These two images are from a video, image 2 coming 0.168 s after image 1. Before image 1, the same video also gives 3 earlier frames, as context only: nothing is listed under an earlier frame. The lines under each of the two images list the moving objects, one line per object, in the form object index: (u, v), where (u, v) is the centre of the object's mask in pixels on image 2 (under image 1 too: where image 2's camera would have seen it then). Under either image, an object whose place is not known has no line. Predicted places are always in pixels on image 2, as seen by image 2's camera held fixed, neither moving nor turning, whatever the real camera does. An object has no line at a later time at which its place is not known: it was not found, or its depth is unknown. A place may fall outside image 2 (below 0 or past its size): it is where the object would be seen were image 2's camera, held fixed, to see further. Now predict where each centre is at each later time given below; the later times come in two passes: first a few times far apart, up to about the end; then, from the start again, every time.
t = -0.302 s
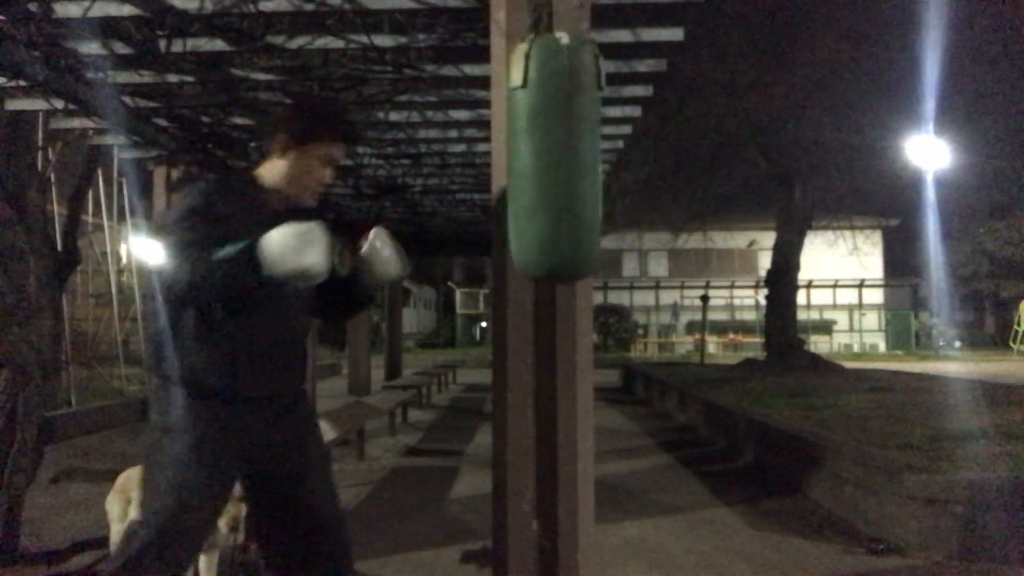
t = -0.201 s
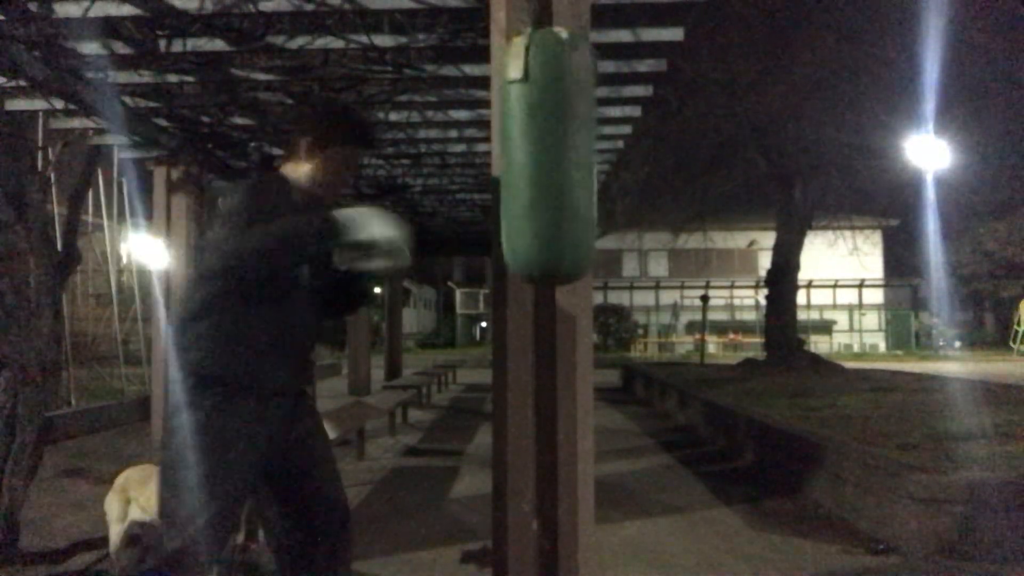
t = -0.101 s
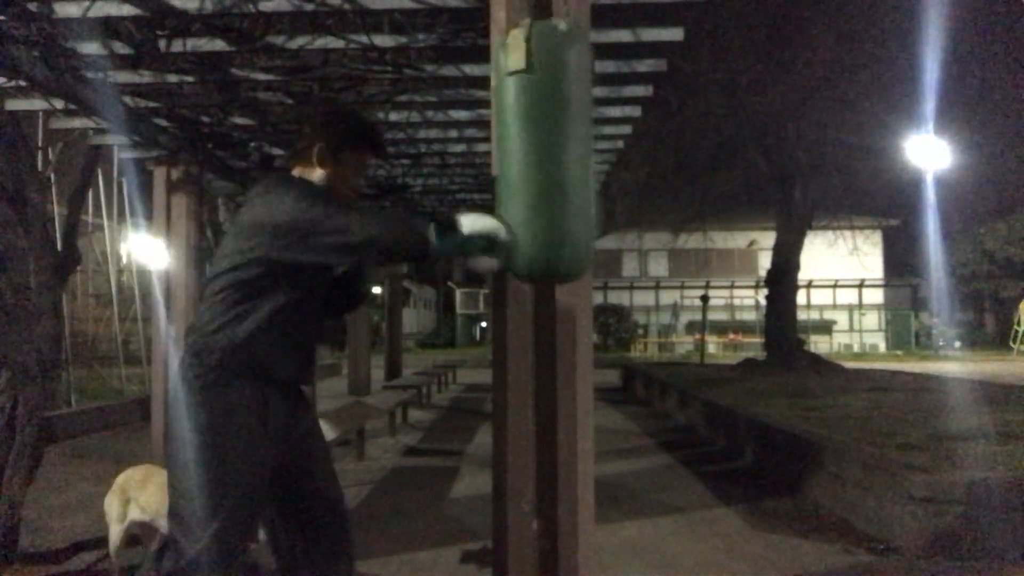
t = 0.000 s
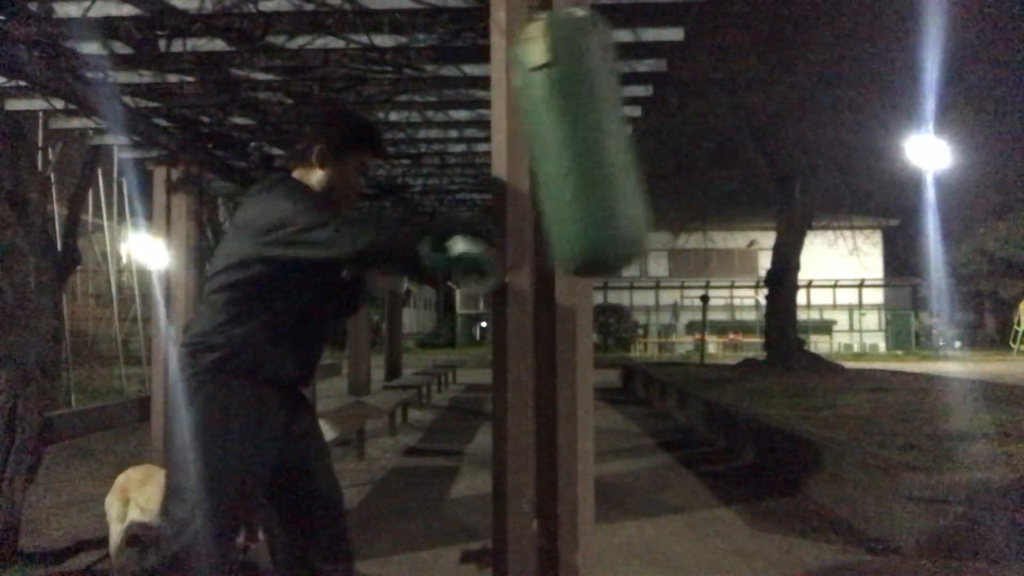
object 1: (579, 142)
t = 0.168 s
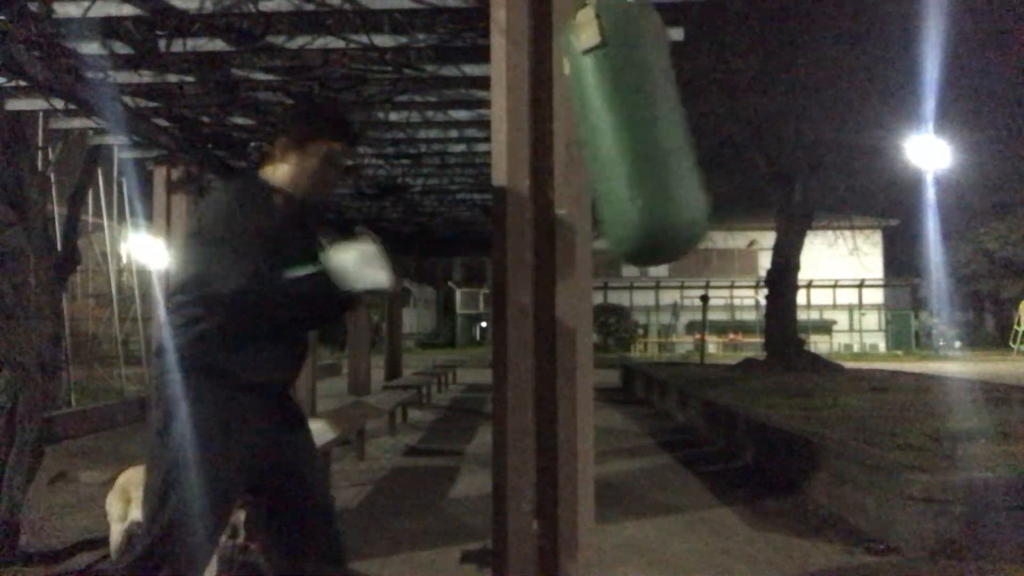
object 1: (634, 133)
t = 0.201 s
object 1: (641, 131)
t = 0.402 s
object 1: (655, 126)
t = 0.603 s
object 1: (617, 136)
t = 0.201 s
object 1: (641, 131)
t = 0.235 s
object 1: (646, 129)
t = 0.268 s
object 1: (650, 128)
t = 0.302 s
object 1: (653, 127)
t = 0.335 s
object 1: (654, 125)
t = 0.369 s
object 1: (655, 125)
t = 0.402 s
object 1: (655, 126)
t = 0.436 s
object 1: (653, 127)
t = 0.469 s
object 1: (648, 129)
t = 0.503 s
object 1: (642, 131)
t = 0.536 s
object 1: (634, 132)
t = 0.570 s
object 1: (626, 133)
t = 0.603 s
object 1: (617, 136)
